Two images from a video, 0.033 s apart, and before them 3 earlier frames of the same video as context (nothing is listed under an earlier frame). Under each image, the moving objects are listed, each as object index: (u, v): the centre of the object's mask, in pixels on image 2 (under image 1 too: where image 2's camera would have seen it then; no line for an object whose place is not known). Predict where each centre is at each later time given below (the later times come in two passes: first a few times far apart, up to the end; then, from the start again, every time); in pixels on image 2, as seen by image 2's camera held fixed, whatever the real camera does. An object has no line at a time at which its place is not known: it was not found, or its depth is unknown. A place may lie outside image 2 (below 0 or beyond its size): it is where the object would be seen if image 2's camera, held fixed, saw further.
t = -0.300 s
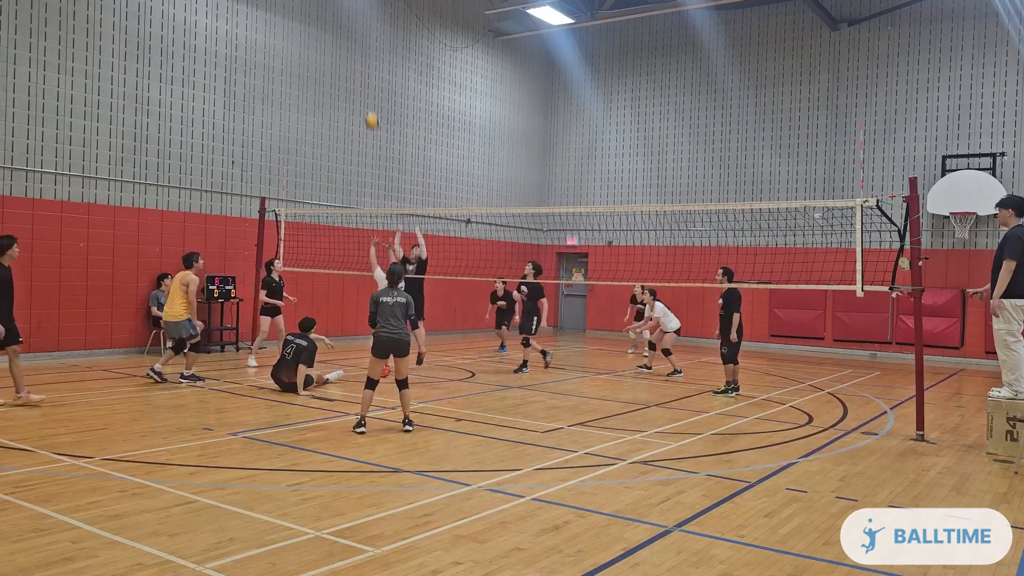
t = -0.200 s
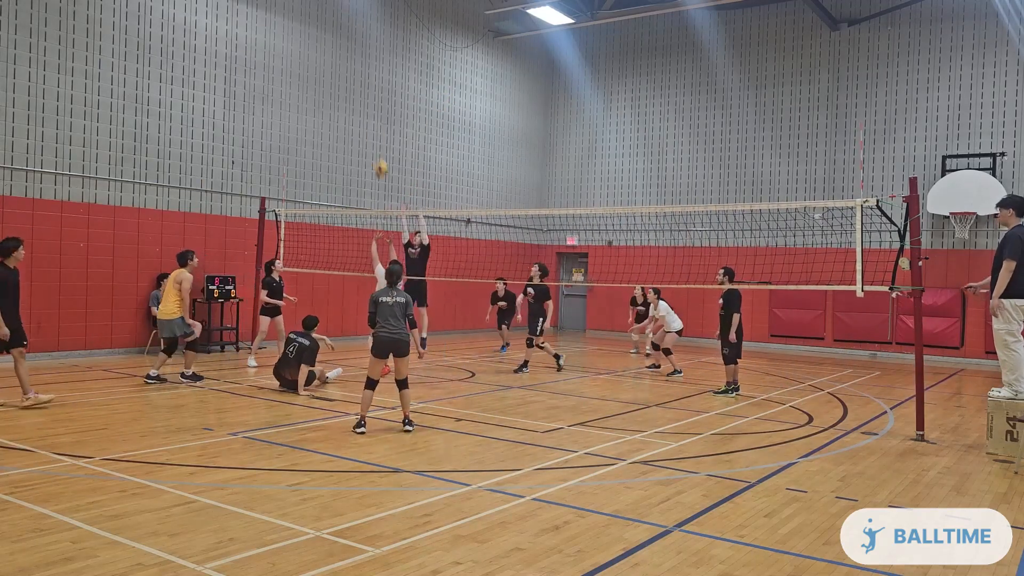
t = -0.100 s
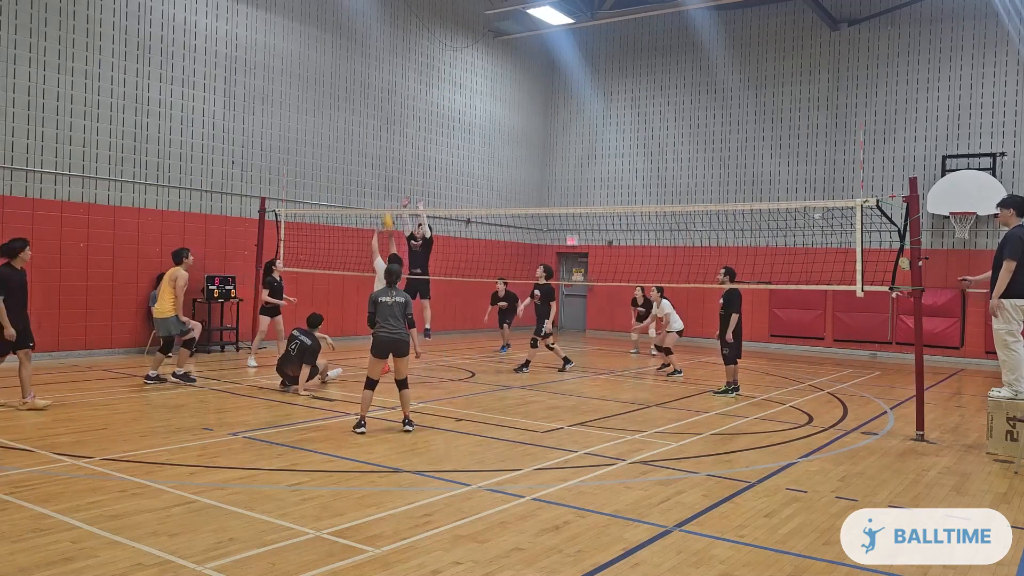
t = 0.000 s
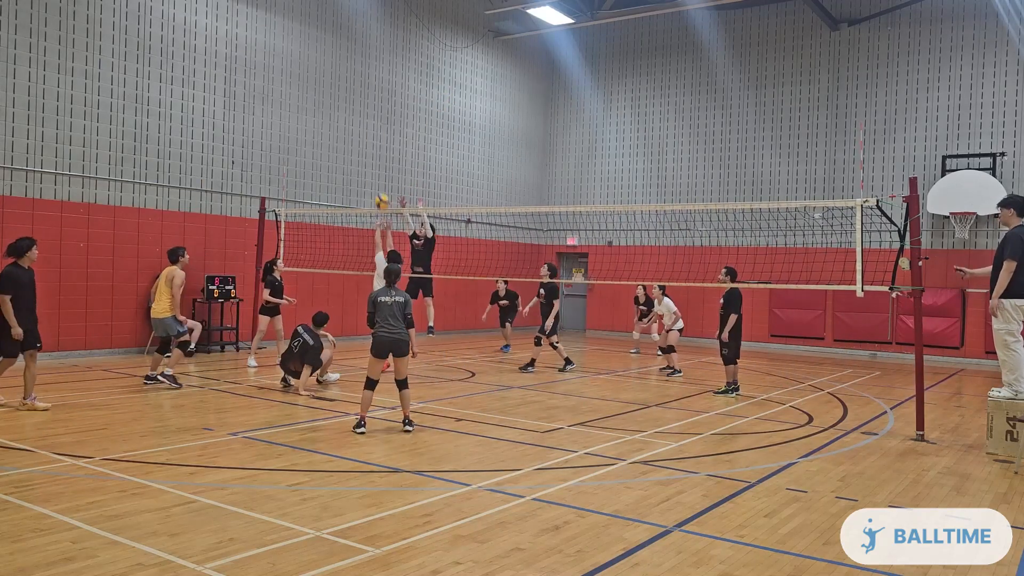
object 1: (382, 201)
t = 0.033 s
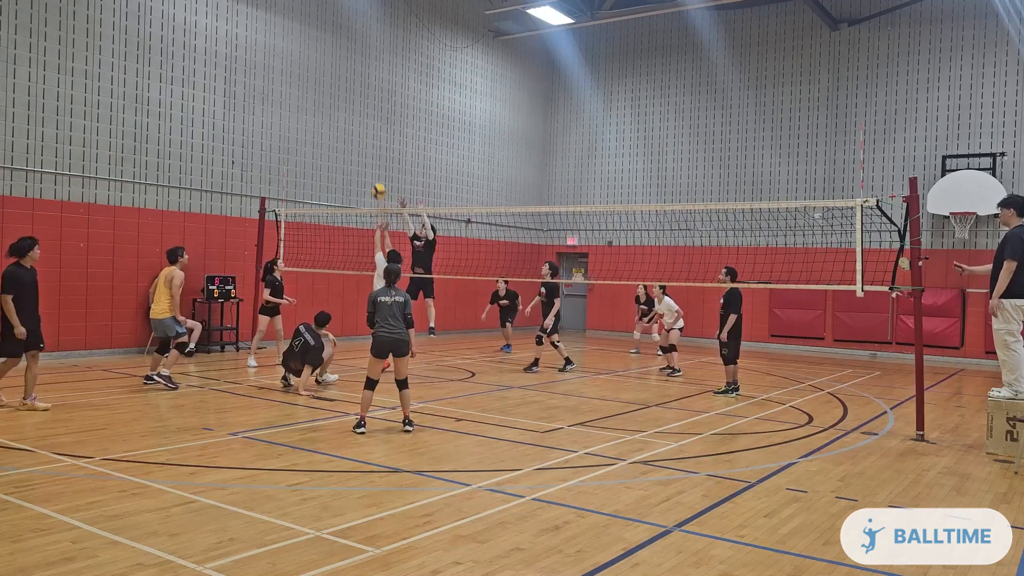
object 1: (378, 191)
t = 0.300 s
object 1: (354, 139)
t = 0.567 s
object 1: (331, 137)
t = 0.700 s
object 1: (320, 152)
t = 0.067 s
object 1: (375, 182)
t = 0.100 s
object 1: (372, 173)
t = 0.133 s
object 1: (369, 166)
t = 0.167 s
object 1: (366, 159)
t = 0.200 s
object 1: (363, 153)
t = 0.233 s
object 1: (360, 147)
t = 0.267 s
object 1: (357, 143)
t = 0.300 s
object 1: (354, 139)
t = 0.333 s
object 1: (351, 136)
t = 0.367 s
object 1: (348, 134)
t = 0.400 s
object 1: (345, 133)
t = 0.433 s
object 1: (343, 132)
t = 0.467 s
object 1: (340, 132)
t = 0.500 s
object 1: (337, 133)
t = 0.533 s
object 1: (334, 135)
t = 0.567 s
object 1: (331, 137)
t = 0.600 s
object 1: (328, 139)
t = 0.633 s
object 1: (326, 143)
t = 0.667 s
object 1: (323, 147)
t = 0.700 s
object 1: (320, 152)
